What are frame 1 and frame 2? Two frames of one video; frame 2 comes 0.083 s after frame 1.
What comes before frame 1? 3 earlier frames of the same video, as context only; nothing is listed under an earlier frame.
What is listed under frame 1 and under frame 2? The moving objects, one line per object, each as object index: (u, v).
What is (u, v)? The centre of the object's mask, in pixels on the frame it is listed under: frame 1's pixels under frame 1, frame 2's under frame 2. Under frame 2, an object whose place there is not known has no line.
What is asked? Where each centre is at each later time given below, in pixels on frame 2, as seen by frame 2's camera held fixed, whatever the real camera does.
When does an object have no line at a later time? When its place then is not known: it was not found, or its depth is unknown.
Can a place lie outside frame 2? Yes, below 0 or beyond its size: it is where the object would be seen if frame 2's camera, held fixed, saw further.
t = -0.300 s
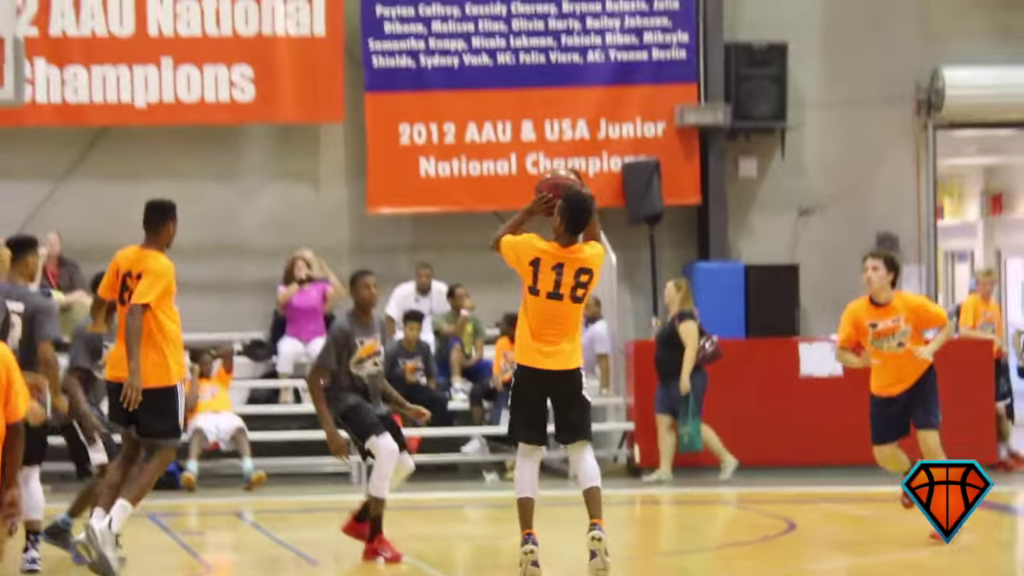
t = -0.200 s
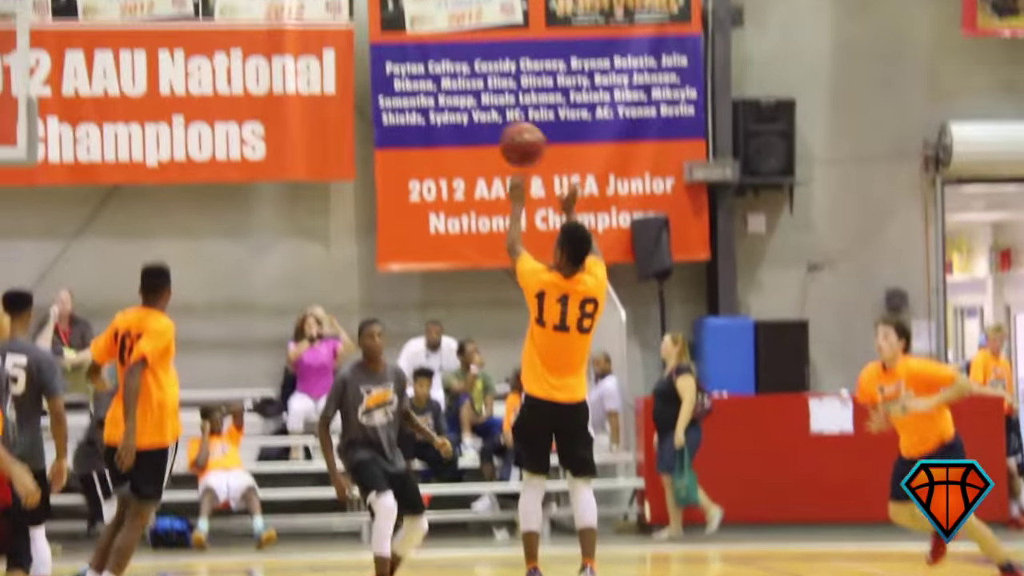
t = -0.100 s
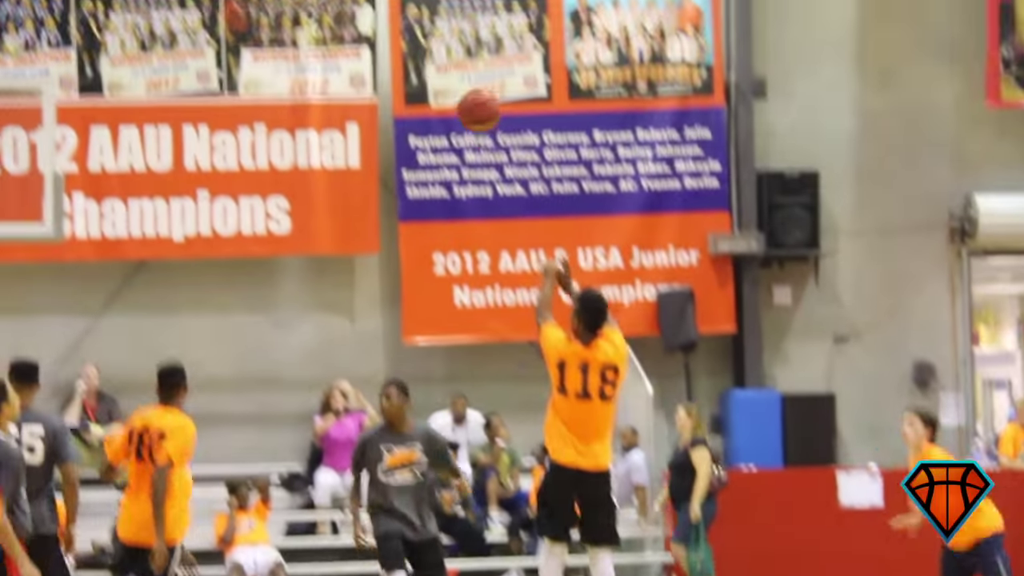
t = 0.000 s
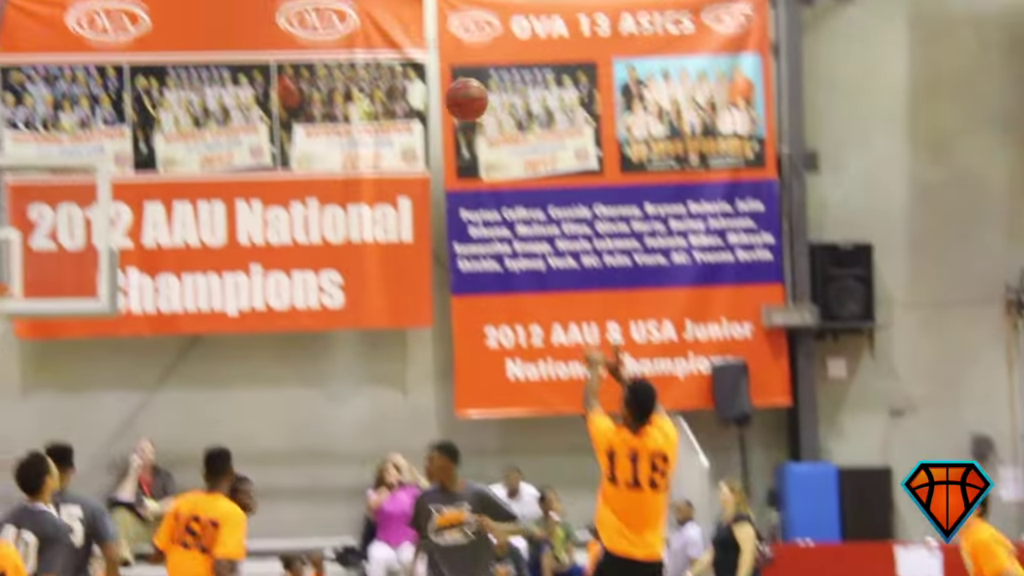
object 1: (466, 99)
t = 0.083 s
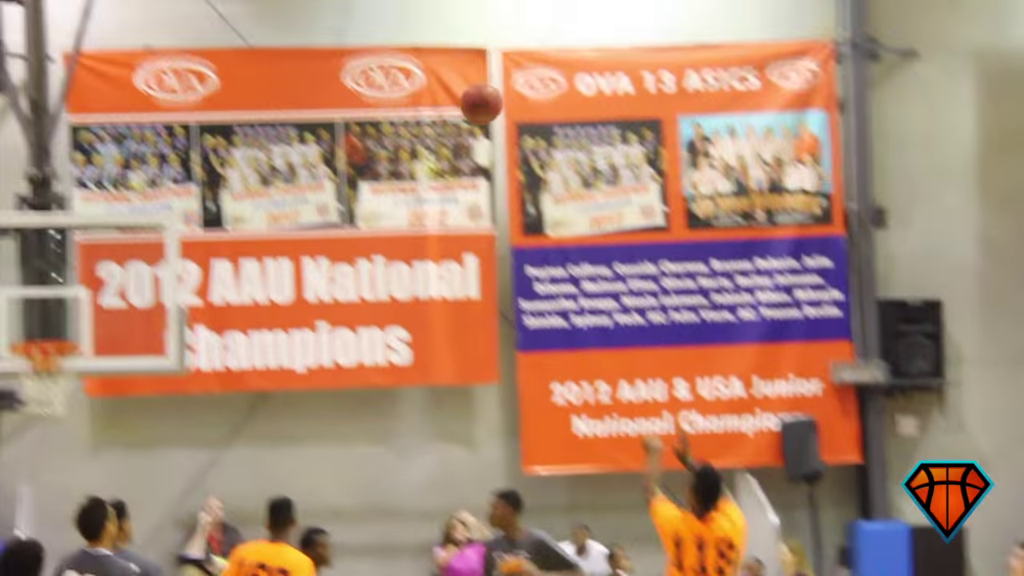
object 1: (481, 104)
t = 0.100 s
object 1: (471, 95)
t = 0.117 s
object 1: (462, 87)
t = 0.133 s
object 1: (452, 80)
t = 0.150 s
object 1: (443, 72)
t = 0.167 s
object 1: (434, 65)
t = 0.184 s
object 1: (425, 59)
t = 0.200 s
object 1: (416, 54)
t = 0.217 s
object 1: (407, 49)
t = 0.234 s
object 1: (398, 44)
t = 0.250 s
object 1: (390, 40)
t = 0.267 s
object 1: (381, 37)
